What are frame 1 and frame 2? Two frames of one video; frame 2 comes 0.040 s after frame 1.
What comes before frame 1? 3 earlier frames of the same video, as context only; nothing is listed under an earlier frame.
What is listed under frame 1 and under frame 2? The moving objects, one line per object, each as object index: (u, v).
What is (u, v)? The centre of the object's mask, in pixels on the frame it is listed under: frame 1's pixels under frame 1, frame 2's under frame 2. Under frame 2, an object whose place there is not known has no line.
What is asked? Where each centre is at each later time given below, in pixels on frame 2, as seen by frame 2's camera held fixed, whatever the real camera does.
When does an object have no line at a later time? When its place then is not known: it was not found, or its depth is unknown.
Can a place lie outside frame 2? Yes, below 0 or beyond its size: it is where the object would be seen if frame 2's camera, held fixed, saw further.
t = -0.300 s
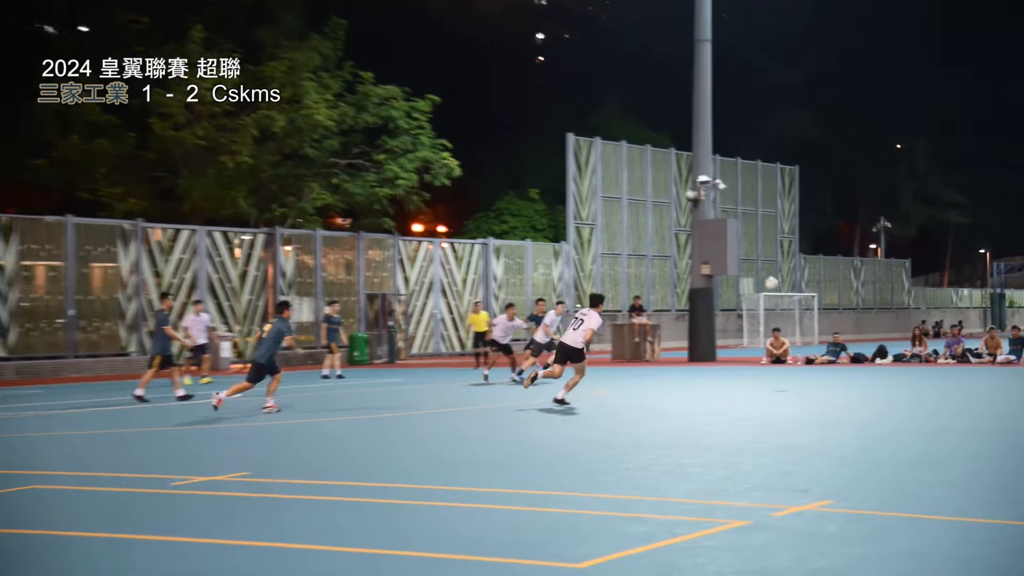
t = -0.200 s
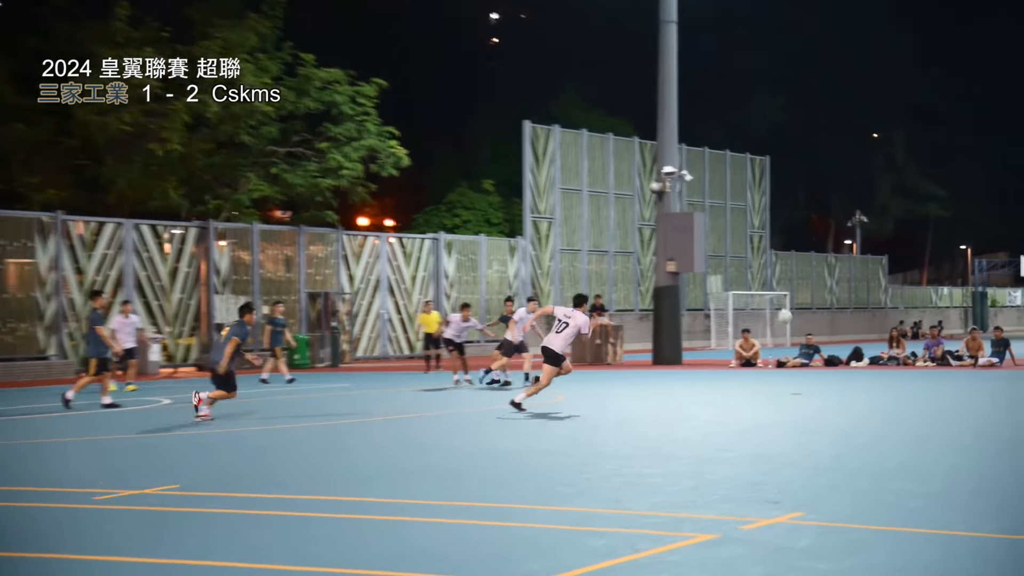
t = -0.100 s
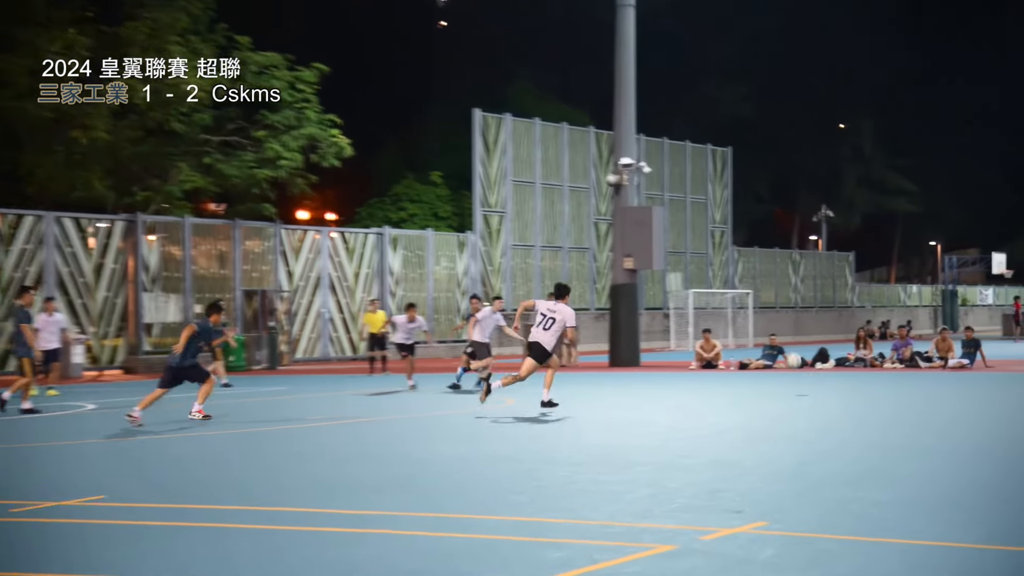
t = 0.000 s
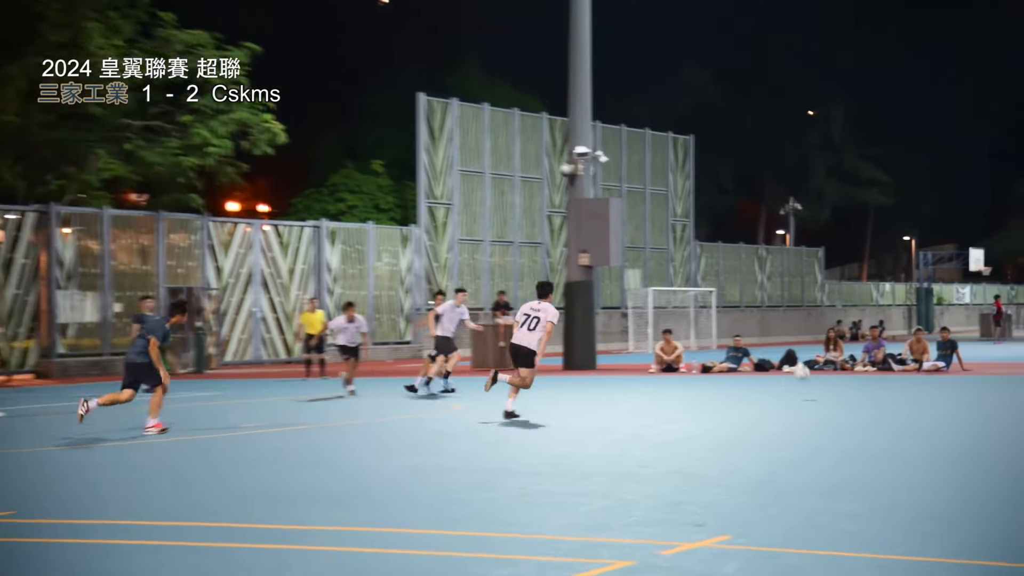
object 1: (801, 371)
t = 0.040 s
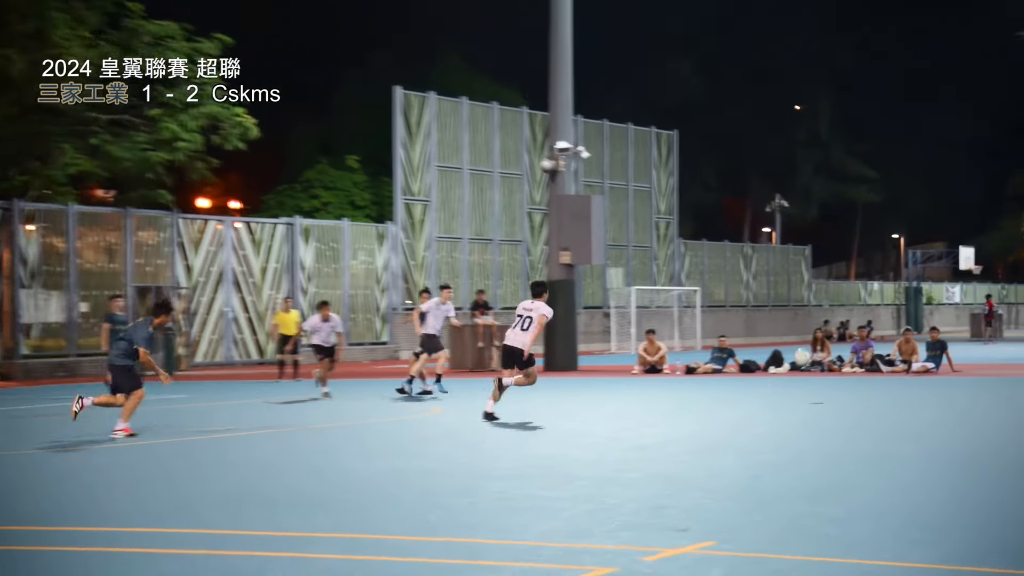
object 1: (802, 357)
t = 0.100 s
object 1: (823, 333)
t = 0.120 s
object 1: (831, 326)
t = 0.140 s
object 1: (840, 318)
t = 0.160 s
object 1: (847, 310)
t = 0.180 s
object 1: (856, 304)
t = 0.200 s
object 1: (864, 298)
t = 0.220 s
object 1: (872, 292)
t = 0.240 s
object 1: (880, 284)
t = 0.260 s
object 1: (887, 279)
